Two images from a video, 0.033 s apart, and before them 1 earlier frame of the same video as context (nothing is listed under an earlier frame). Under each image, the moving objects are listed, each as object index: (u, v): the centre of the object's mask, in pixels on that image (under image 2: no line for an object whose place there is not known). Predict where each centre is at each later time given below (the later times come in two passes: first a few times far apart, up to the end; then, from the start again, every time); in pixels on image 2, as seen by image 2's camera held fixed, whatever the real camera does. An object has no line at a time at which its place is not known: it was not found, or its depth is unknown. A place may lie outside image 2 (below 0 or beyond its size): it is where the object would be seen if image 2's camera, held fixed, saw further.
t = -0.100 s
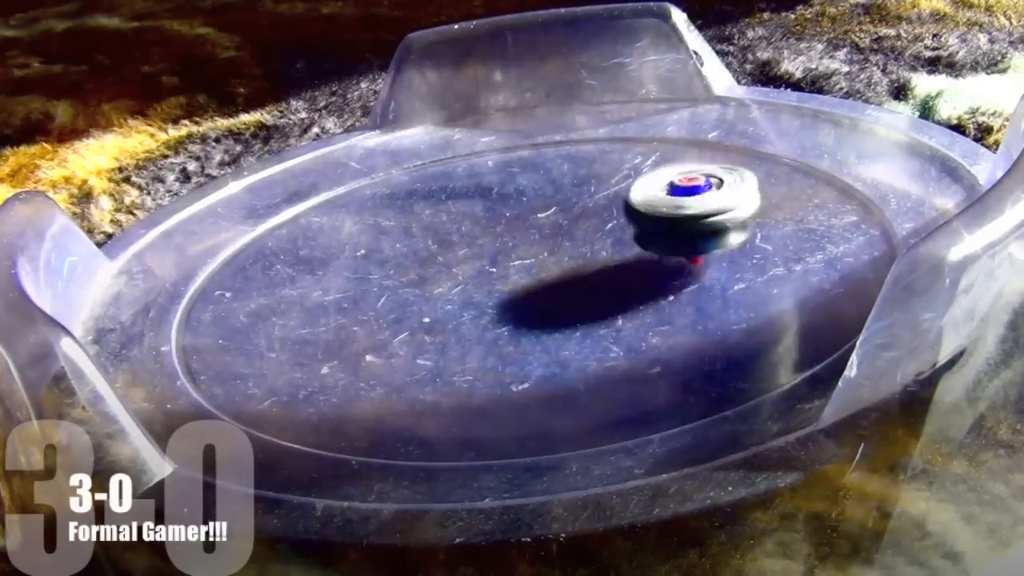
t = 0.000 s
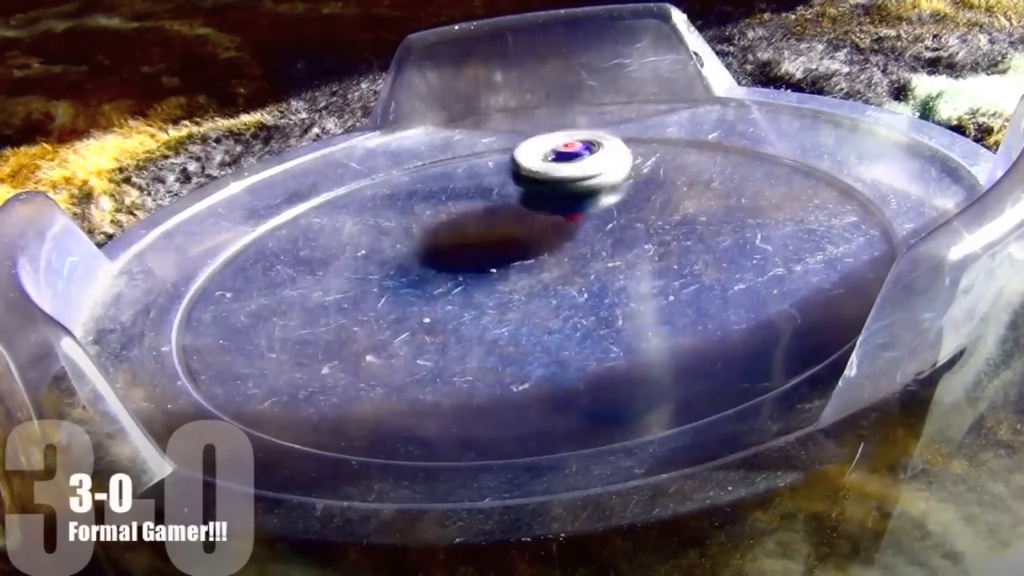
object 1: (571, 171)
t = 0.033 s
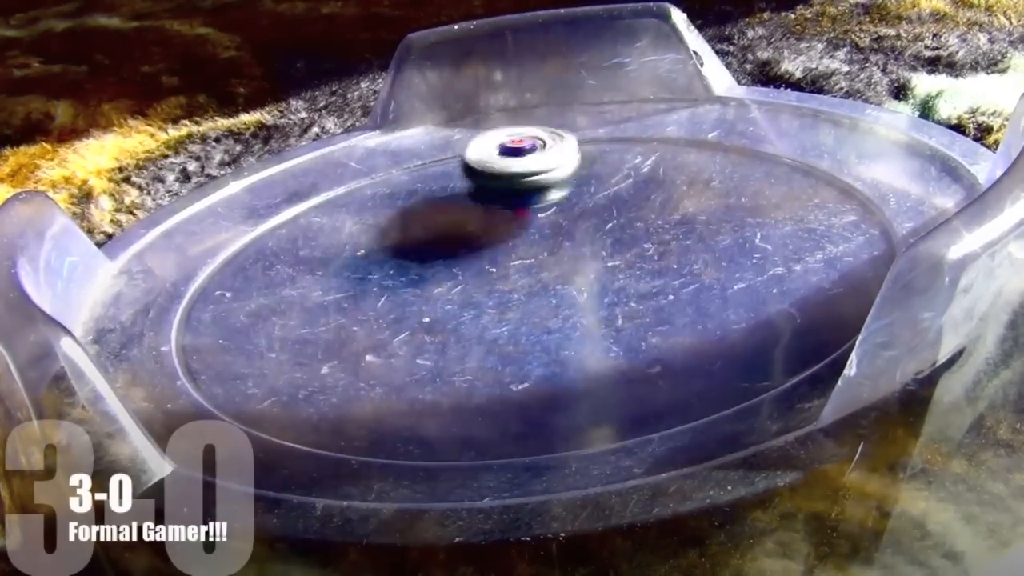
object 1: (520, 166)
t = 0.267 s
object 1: (224, 231)
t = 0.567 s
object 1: (529, 326)
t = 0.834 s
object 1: (600, 139)
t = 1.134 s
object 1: (307, 183)
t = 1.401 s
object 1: (530, 303)
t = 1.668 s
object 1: (702, 130)
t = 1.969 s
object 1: (434, 161)
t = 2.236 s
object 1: (518, 318)
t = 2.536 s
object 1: (771, 159)
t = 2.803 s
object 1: (451, 196)
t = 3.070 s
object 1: (444, 345)
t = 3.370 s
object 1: (717, 216)
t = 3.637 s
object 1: (397, 205)
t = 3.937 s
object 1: (379, 338)
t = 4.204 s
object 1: (644, 219)
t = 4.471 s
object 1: (402, 167)
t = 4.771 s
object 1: (391, 300)
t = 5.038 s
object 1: (676, 197)
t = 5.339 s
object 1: (466, 156)
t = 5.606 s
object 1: (459, 292)
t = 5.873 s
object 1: (471, 256)
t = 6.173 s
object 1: (348, 317)
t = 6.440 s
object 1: (600, 272)
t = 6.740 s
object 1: (456, 183)
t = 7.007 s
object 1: (352, 256)
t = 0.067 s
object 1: (468, 165)
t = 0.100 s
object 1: (416, 168)
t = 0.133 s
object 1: (366, 177)
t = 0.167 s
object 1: (319, 187)
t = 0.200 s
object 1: (281, 199)
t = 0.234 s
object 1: (248, 215)
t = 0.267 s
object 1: (224, 231)
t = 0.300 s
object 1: (207, 250)
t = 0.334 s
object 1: (203, 268)
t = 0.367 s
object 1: (210, 288)
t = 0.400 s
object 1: (232, 307)
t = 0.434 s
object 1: (268, 322)
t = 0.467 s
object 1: (322, 335)
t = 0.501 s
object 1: (388, 341)
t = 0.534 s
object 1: (460, 338)
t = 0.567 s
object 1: (529, 326)
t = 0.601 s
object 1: (590, 305)
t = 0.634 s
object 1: (637, 280)
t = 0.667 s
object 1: (665, 252)
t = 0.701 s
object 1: (677, 223)
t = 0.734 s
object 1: (674, 197)
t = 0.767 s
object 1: (659, 174)
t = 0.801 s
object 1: (632, 155)
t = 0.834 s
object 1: (600, 139)
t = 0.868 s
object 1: (562, 129)
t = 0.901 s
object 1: (524, 122)
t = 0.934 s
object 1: (489, 119)
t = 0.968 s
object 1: (454, 119)
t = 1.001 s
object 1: (415, 130)
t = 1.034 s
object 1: (380, 140)
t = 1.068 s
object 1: (349, 152)
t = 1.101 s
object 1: (325, 166)
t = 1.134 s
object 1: (307, 183)
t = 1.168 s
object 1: (296, 201)
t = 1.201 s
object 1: (293, 223)
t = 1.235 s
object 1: (300, 247)
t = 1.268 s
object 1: (321, 269)
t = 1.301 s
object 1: (357, 289)
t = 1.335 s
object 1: (405, 302)
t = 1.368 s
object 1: (466, 307)
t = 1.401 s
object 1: (530, 303)
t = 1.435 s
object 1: (592, 289)
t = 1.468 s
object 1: (646, 268)
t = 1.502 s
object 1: (688, 243)
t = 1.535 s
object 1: (717, 217)
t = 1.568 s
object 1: (731, 190)
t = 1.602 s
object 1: (731, 167)
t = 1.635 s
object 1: (720, 146)
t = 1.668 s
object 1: (702, 130)
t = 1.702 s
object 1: (678, 119)
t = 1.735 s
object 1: (652, 110)
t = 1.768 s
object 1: (622, 106)
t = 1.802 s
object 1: (591, 106)
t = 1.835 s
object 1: (558, 109)
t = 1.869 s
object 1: (526, 117)
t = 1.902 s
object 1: (494, 128)
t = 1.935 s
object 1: (463, 141)
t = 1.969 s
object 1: (434, 161)
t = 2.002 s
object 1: (406, 181)
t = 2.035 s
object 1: (386, 206)
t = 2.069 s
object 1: (375, 231)
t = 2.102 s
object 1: (377, 257)
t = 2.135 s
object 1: (391, 280)
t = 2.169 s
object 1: (421, 300)
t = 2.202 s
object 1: (464, 313)
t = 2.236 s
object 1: (518, 318)
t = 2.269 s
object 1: (579, 314)
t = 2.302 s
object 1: (640, 302)
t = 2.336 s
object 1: (694, 283)
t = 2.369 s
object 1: (740, 261)
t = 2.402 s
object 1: (775, 236)
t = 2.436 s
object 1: (793, 212)
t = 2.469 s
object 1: (797, 191)
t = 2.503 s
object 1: (790, 173)
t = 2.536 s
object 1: (771, 159)
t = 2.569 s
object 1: (744, 150)
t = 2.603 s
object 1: (709, 144)
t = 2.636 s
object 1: (669, 143)
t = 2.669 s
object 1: (626, 146)
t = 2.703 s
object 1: (581, 153)
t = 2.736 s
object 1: (536, 164)
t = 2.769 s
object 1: (493, 178)
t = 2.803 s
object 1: (451, 196)
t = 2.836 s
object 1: (415, 215)
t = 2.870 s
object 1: (385, 236)
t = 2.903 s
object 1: (364, 259)
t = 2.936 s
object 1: (353, 281)
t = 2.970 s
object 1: (354, 303)
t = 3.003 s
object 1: (370, 322)
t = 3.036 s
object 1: (400, 336)
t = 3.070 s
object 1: (444, 345)
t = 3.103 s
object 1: (496, 347)
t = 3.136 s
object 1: (554, 342)
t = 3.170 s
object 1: (610, 330)
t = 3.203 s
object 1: (659, 314)
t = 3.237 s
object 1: (697, 293)
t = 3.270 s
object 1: (723, 272)
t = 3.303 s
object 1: (734, 251)
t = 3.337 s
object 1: (732, 232)
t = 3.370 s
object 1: (717, 216)
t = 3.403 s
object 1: (691, 202)
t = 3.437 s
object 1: (658, 192)
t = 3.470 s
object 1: (618, 186)
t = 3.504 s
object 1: (575, 184)
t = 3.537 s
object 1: (529, 185)
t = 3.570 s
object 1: (484, 189)
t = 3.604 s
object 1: (439, 195)
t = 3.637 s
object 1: (397, 205)
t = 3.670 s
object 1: (360, 217)
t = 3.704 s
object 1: (327, 231)
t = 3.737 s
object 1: (302, 247)
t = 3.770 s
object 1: (285, 264)
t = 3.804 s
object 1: (277, 283)
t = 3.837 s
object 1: (282, 301)
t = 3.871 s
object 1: (302, 317)
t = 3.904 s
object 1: (335, 330)
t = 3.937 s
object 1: (379, 338)
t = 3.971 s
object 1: (433, 339)
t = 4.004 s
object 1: (489, 334)
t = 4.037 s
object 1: (542, 323)
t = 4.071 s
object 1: (587, 306)
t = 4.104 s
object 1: (621, 285)
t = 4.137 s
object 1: (642, 262)
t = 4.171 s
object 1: (649, 240)
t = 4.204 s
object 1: (644, 219)
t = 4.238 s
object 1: (630, 202)
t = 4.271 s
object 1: (607, 186)
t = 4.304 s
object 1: (578, 174)
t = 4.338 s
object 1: (545, 166)
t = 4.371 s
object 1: (511, 161)
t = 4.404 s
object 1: (474, 159)
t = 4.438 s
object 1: (437, 162)
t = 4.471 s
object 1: (402, 167)
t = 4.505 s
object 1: (370, 176)
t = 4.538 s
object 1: (343, 188)
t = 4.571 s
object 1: (320, 202)
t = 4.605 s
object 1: (305, 218)
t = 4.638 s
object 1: (300, 237)
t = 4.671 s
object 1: (306, 255)
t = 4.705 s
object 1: (323, 274)
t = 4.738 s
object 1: (352, 289)
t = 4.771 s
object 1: (391, 300)
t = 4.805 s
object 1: (438, 304)
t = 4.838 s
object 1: (490, 302)
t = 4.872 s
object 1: (541, 293)
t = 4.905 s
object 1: (588, 279)
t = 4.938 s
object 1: (626, 260)
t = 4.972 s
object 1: (653, 239)
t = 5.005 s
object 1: (670, 218)
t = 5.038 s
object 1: (676, 197)
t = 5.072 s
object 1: (672, 179)
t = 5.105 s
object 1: (659, 163)
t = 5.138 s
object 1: (640, 151)
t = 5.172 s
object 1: (616, 142)
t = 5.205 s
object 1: (588, 137)
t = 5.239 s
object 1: (558, 136)
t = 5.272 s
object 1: (527, 138)
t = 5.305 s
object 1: (496, 145)
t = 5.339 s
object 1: (466, 156)
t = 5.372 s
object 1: (438, 170)
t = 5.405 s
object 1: (416, 188)
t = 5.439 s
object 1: (400, 206)
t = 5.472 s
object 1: (392, 225)
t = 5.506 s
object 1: (393, 245)
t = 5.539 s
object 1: (405, 264)
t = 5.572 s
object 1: (427, 279)
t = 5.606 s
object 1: (459, 292)
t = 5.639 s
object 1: (500, 298)
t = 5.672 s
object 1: (548, 298)
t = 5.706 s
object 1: (596, 293)
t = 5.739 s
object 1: (640, 279)
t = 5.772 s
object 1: (678, 261)
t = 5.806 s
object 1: (626, 251)
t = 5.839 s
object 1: (538, 265)
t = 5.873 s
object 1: (471, 256)
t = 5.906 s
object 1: (421, 252)
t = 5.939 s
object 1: (383, 248)
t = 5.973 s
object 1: (361, 249)
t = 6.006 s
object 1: (346, 253)
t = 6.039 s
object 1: (332, 264)
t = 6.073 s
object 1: (325, 277)
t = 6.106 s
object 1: (323, 291)
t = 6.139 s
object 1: (331, 305)
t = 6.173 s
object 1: (348, 317)
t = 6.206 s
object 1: (375, 325)
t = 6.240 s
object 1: (408, 329)
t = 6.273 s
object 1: (448, 330)
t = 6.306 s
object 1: (490, 324)
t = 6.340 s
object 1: (528, 315)
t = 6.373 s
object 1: (560, 303)
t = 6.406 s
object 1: (586, 289)
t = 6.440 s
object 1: (600, 272)
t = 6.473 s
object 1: (607, 255)
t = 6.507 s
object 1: (606, 239)
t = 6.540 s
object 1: (597, 224)
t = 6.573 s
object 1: (581, 211)
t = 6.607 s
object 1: (559, 200)
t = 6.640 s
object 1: (535, 191)
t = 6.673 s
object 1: (509, 186)
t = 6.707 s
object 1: (483, 183)
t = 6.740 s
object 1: (456, 183)
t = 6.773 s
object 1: (433, 185)
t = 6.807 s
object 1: (407, 189)
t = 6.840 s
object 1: (384, 196)
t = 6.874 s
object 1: (365, 205)
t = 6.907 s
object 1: (352, 217)
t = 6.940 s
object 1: (343, 230)
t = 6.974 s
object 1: (343, 242)
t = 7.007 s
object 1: (352, 256)
